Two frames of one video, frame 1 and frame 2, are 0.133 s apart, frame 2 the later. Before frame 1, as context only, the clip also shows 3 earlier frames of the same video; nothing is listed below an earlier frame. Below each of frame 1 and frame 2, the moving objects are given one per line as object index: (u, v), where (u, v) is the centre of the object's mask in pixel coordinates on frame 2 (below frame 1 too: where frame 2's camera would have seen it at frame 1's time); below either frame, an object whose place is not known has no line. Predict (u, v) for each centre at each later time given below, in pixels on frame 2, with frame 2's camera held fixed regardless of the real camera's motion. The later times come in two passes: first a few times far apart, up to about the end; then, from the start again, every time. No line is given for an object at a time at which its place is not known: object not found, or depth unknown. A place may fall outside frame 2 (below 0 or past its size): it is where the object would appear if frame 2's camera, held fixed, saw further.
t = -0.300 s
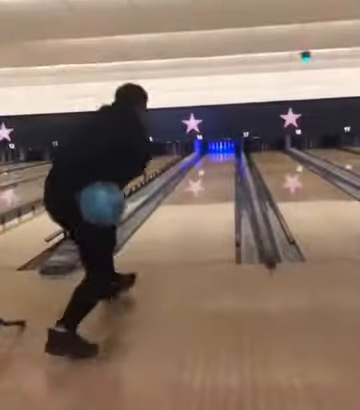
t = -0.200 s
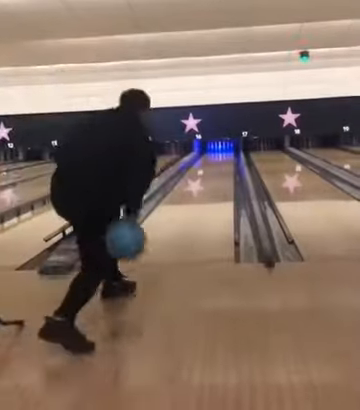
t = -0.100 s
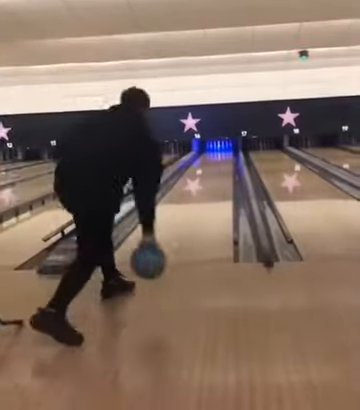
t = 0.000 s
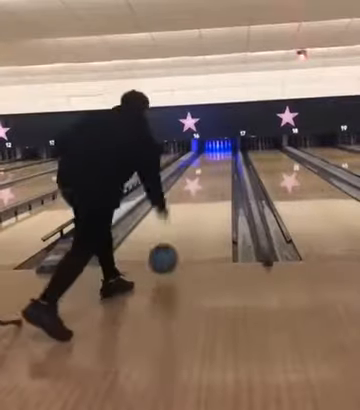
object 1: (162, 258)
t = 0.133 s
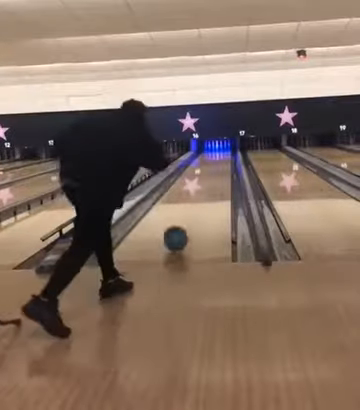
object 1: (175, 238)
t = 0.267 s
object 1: (184, 221)
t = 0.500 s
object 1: (194, 201)
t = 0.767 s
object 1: (201, 188)
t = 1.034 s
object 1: (205, 178)
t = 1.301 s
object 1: (207, 173)
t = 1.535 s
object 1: (209, 167)
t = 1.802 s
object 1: (211, 164)
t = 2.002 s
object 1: (211, 163)
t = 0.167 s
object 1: (178, 234)
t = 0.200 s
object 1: (180, 229)
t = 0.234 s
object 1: (182, 225)
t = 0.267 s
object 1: (184, 221)
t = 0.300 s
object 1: (185, 218)
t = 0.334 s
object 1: (187, 215)
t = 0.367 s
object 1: (189, 211)
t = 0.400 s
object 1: (190, 209)
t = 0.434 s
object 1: (191, 206)
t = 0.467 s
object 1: (192, 203)
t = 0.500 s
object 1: (194, 201)
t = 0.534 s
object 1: (194, 199)
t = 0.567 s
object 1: (196, 197)
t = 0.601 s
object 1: (196, 195)
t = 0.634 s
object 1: (197, 194)
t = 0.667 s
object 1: (198, 192)
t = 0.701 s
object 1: (199, 190)
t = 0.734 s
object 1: (200, 189)
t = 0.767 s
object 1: (201, 188)
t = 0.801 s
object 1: (201, 186)
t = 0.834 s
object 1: (202, 185)
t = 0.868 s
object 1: (202, 183)
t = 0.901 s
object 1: (203, 183)
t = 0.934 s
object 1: (203, 182)
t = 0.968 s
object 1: (203, 182)
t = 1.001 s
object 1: (204, 178)
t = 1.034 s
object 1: (205, 178)
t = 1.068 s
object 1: (204, 178)
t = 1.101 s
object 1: (205, 176)
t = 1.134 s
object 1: (205, 176)
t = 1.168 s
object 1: (206, 175)
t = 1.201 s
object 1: (206, 175)
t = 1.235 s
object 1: (207, 174)
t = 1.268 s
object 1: (206, 174)
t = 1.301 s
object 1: (207, 173)
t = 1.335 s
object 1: (207, 173)
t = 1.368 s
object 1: (207, 173)
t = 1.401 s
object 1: (207, 173)
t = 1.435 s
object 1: (207, 172)
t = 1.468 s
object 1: (207, 171)
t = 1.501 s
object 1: (207, 171)
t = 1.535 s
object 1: (209, 167)
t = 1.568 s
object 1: (208, 167)
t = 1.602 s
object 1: (209, 167)
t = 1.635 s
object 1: (209, 167)
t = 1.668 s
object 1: (210, 165)
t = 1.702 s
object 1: (209, 165)
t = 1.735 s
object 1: (210, 165)
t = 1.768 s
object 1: (210, 165)
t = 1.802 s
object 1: (211, 164)
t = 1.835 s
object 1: (211, 163)
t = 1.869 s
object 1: (211, 163)
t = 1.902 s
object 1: (211, 163)
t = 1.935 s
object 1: (211, 163)
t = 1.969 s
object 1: (211, 163)
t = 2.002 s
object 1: (211, 163)
